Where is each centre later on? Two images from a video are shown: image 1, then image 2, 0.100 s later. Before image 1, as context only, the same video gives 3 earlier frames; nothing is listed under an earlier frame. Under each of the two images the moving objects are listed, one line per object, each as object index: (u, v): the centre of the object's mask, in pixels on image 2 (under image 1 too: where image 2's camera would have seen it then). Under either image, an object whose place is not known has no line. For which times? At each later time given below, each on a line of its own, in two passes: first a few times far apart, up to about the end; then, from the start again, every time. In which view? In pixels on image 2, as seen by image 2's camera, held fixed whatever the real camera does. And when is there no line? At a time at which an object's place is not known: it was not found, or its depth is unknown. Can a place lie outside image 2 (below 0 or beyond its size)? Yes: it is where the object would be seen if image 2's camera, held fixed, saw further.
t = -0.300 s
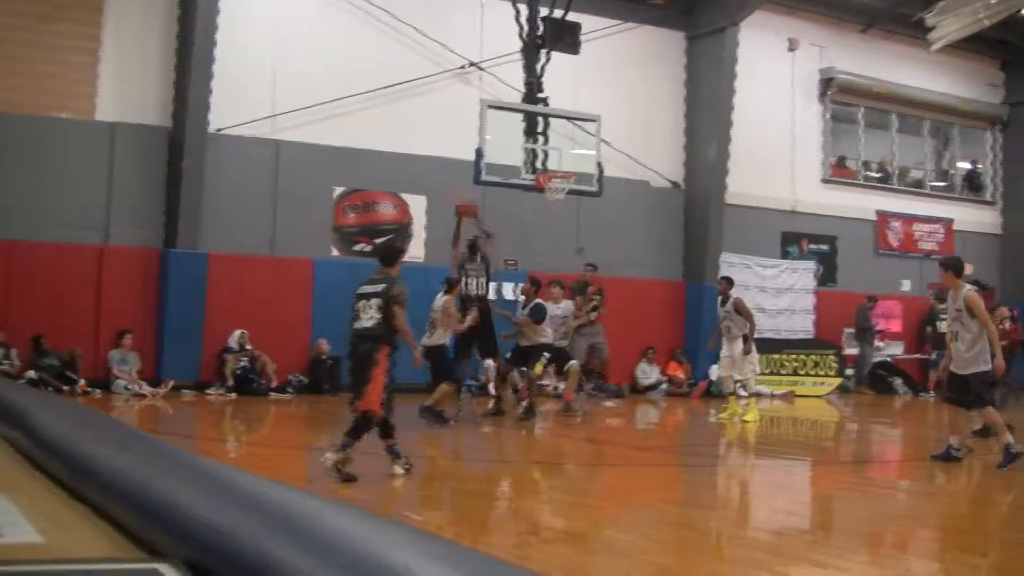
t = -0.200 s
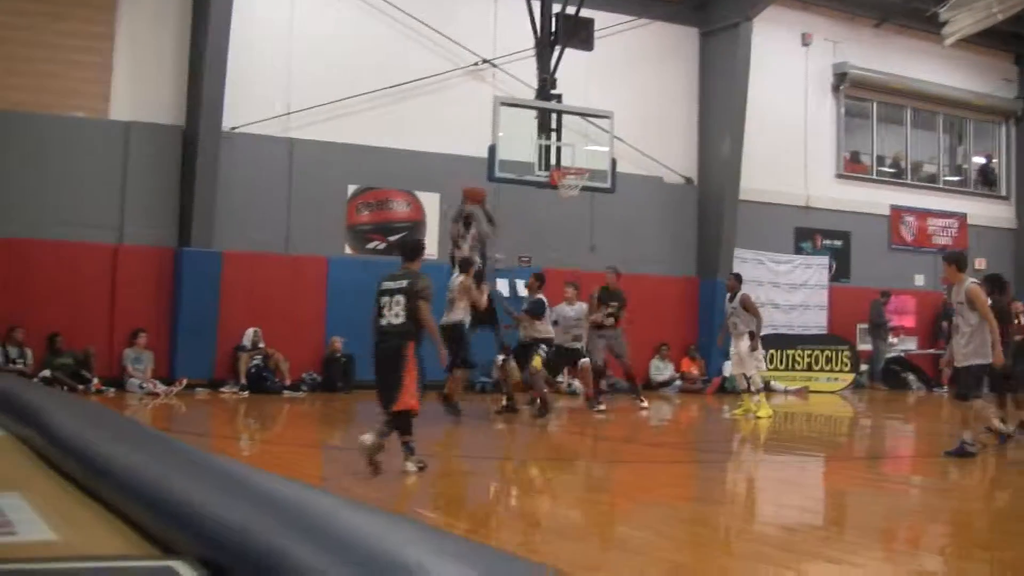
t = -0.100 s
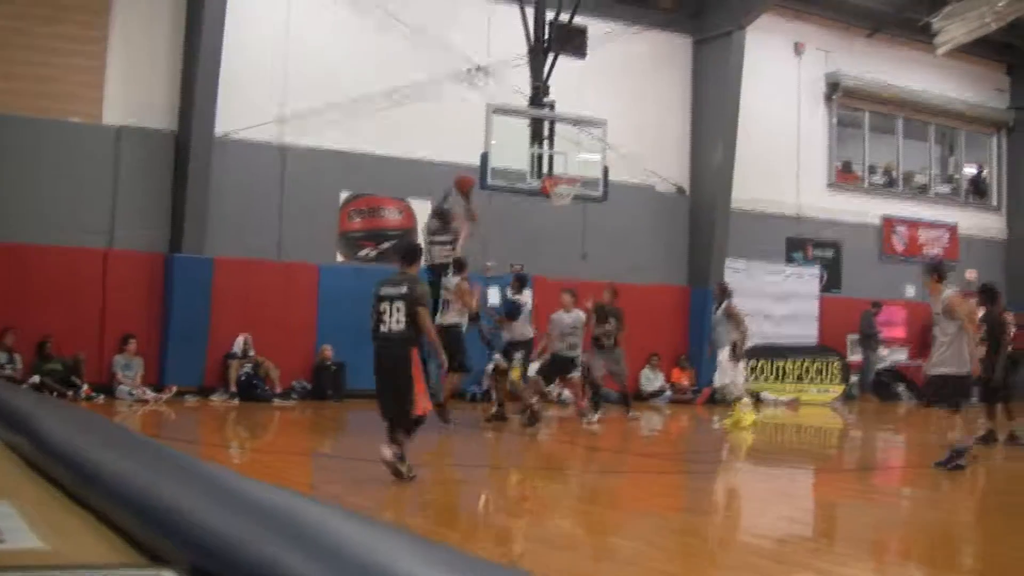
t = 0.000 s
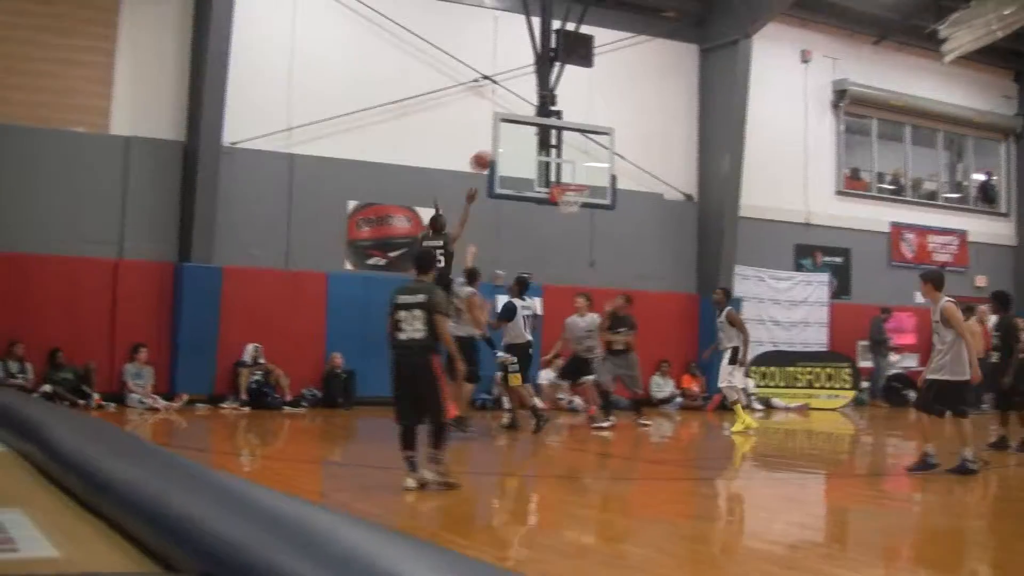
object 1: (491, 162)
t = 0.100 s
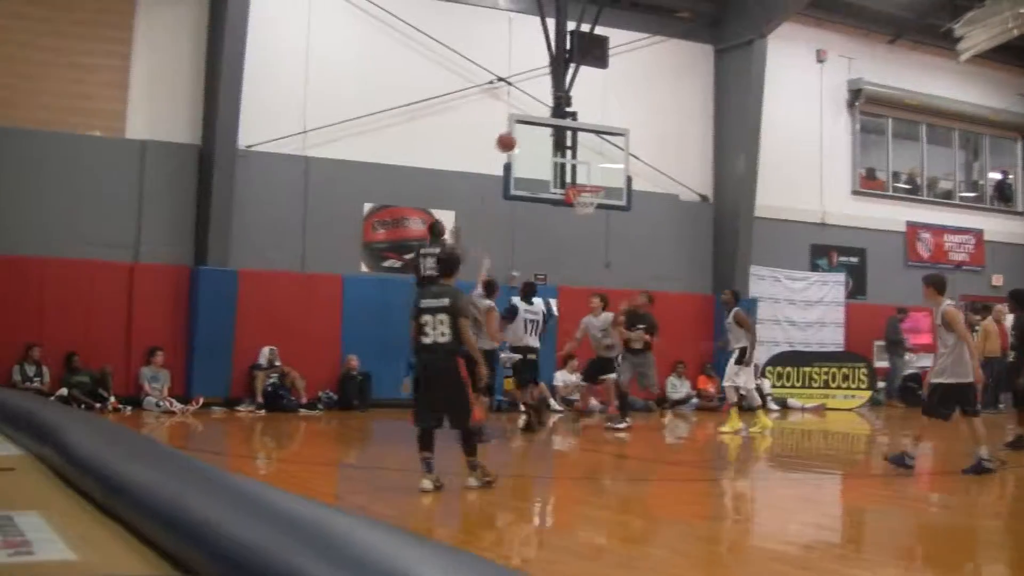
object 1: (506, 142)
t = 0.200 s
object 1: (516, 131)
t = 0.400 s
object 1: (532, 131)
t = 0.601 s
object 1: (555, 154)
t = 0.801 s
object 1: (582, 175)
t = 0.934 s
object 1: (593, 173)
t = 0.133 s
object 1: (510, 137)
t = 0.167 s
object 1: (513, 134)
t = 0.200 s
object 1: (516, 131)
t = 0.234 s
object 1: (518, 129)
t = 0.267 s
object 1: (521, 128)
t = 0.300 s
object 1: (524, 128)
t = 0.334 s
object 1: (526, 128)
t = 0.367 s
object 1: (529, 129)
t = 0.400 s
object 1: (532, 131)
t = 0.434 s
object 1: (534, 134)
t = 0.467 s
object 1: (537, 138)
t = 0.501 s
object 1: (540, 142)
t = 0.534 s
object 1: (545, 145)
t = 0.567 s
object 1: (551, 149)
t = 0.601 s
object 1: (555, 154)
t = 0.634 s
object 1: (561, 158)
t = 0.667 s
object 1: (567, 165)
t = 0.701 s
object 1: (573, 173)
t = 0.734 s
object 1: (577, 179)
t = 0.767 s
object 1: (579, 178)
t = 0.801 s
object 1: (582, 175)
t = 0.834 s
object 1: (584, 173)
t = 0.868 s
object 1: (587, 172)
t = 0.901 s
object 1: (590, 172)
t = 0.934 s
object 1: (593, 173)
